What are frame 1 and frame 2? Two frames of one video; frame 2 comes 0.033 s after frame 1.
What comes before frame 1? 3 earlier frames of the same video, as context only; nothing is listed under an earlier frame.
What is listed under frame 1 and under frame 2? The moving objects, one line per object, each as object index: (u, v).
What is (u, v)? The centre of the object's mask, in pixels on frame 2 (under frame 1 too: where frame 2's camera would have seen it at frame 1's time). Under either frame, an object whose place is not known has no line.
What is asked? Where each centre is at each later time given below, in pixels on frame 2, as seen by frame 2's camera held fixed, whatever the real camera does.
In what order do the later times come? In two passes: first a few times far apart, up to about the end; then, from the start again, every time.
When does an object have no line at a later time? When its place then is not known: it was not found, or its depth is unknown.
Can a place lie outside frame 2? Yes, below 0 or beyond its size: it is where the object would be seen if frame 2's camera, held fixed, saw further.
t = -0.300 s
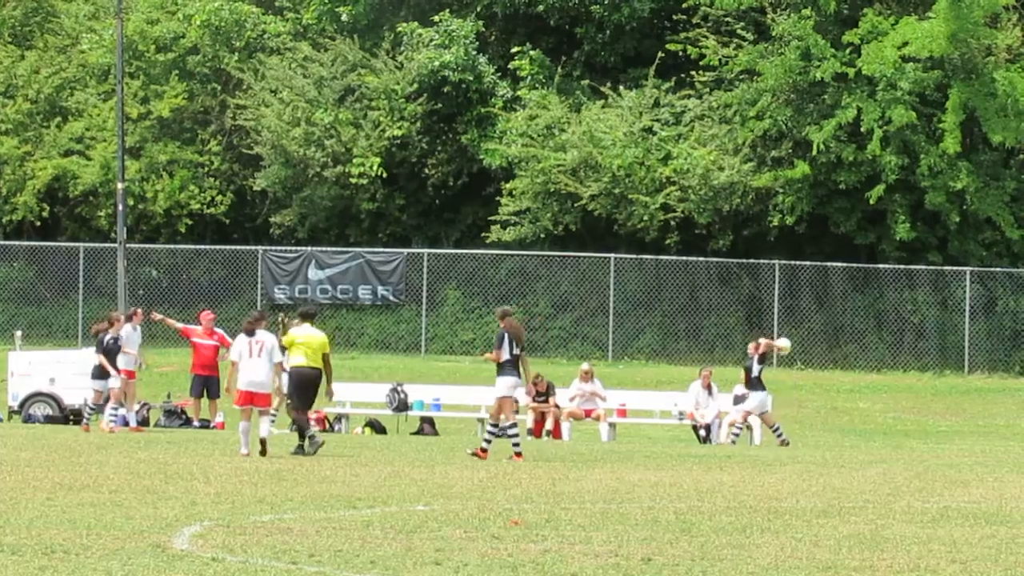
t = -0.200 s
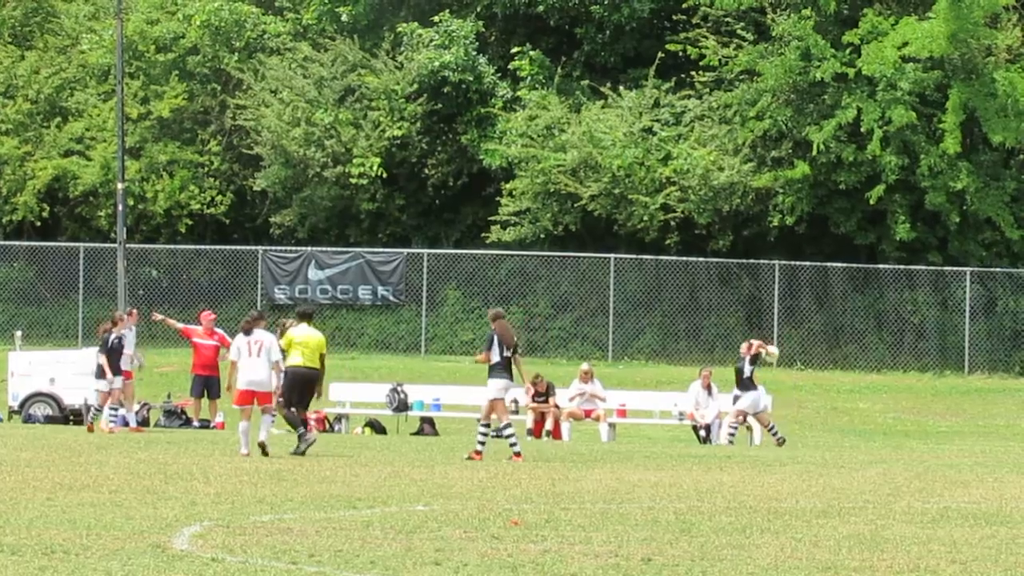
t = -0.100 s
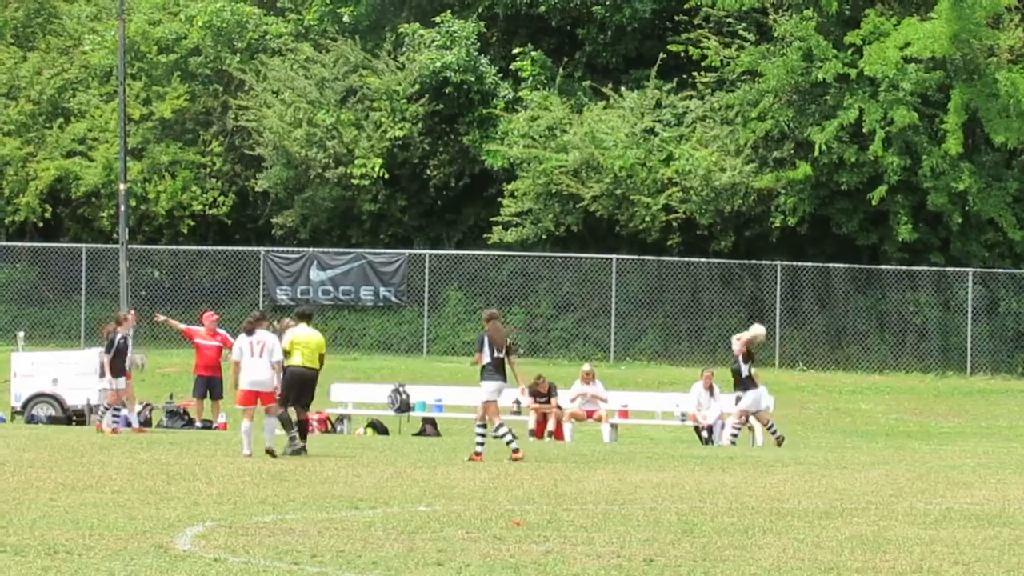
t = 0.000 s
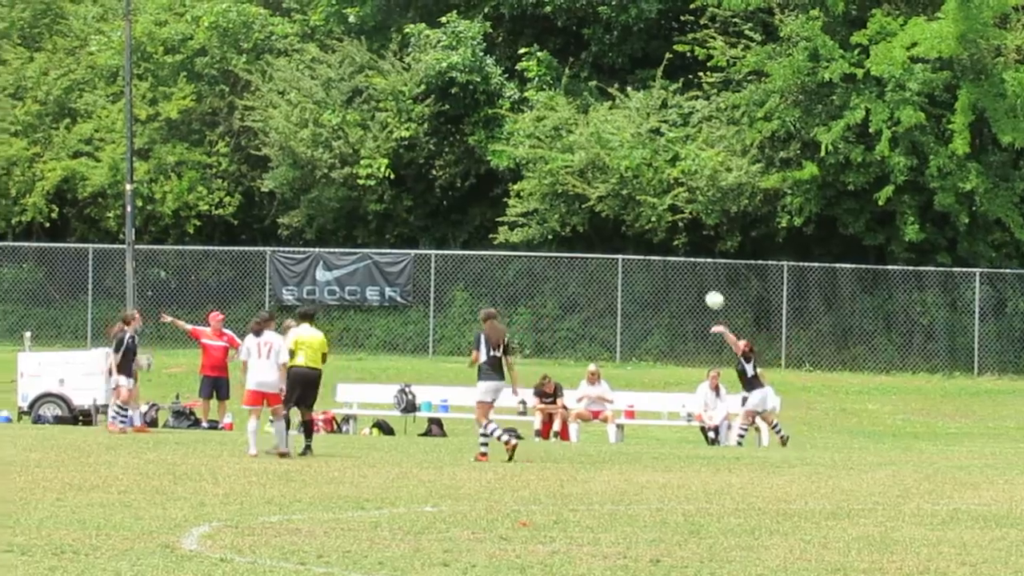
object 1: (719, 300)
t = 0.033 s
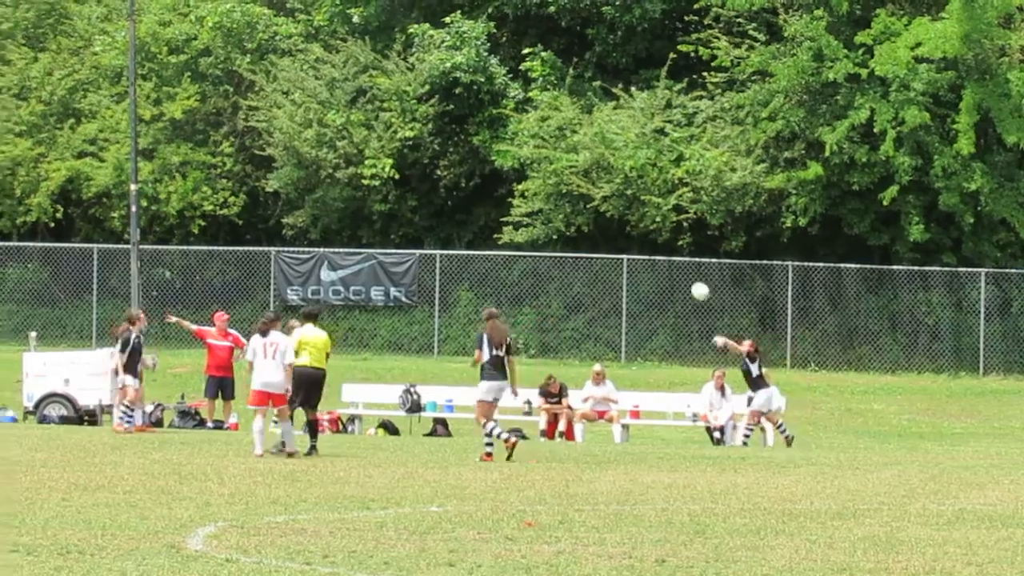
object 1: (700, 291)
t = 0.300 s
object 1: (542, 245)
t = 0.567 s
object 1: (384, 249)
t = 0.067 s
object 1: (680, 283)
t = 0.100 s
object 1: (660, 275)
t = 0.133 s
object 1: (641, 269)
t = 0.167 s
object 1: (621, 263)
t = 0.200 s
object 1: (601, 257)
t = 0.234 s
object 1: (581, 253)
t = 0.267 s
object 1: (562, 248)
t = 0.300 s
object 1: (542, 245)
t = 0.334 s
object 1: (523, 243)
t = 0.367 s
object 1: (503, 241)
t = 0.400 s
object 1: (483, 240)
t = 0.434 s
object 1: (464, 240)
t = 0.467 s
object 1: (444, 241)
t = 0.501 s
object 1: (424, 242)
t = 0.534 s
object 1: (404, 244)
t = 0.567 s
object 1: (384, 249)
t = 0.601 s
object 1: (364, 253)
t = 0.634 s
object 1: (343, 257)
